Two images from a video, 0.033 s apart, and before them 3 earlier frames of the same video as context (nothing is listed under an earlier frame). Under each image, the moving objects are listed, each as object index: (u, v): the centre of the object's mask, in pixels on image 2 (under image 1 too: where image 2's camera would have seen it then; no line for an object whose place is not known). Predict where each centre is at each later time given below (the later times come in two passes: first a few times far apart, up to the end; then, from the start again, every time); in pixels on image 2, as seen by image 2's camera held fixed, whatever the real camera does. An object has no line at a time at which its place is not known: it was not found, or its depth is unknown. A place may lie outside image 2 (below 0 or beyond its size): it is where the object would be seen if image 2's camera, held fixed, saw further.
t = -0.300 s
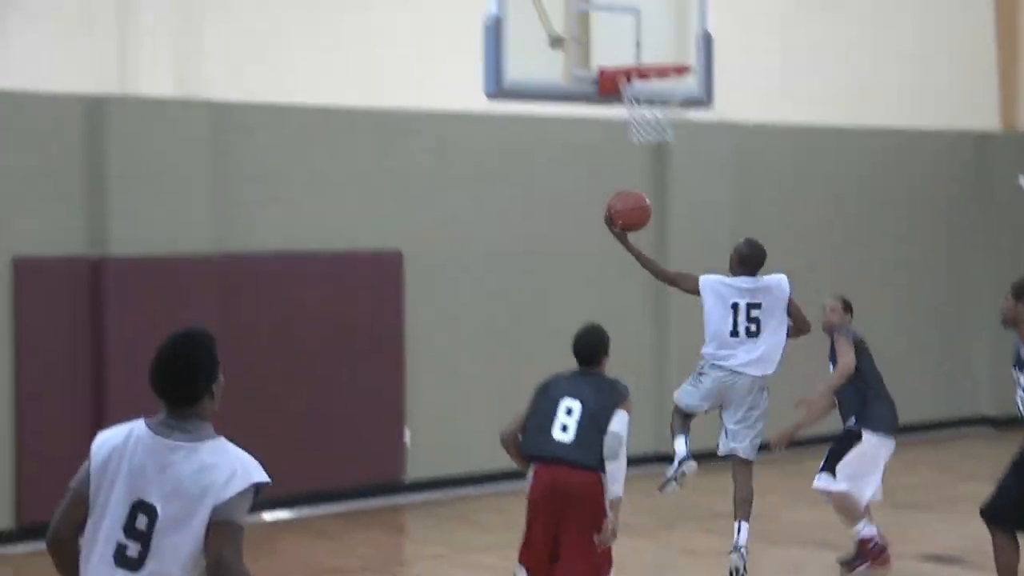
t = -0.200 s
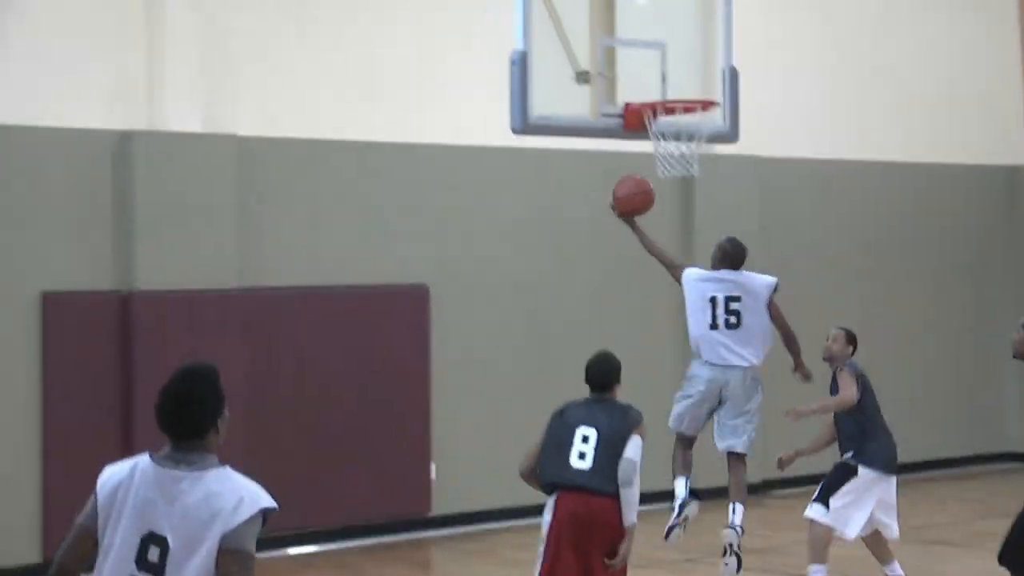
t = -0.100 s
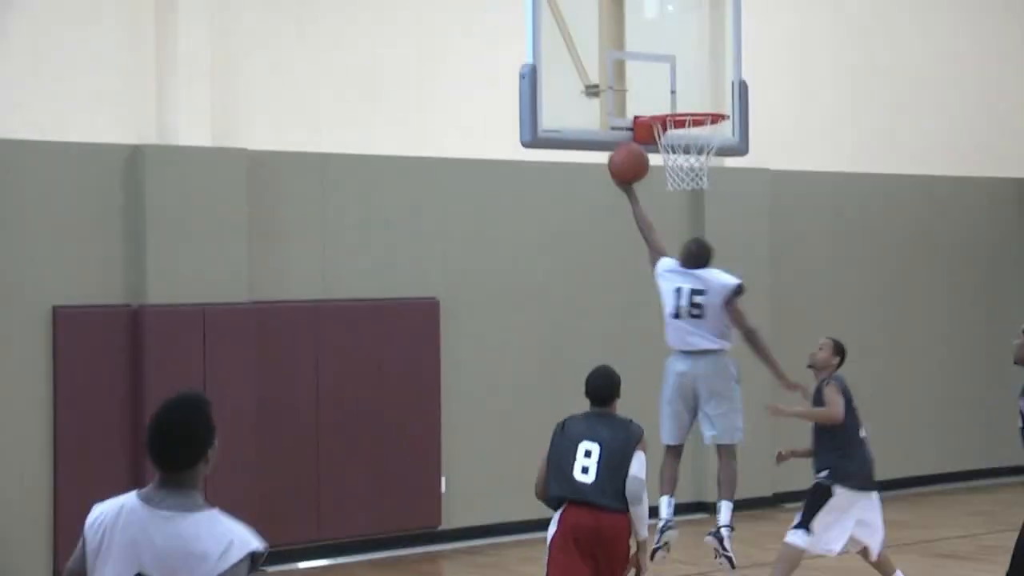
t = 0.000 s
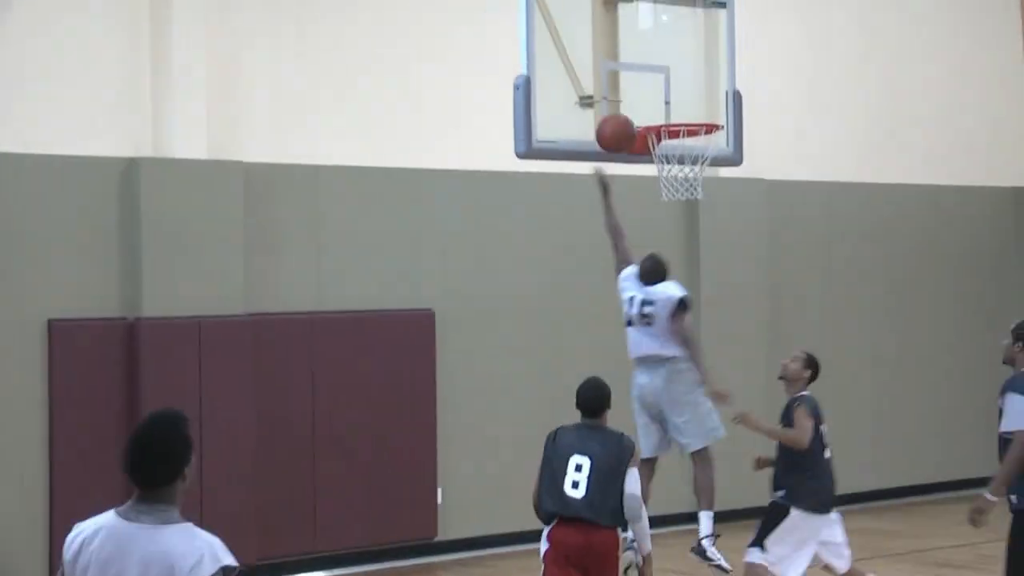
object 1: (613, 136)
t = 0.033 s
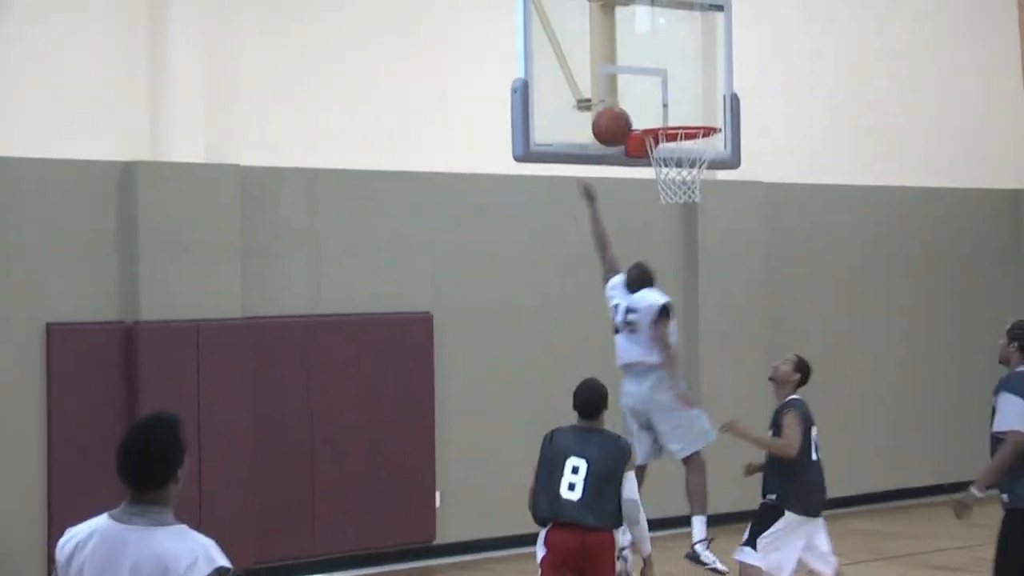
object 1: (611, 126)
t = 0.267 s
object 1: (641, 100)
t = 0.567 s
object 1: (698, 148)
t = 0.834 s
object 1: (694, 189)
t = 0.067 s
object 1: (610, 118)
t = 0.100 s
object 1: (608, 112)
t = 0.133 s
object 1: (608, 108)
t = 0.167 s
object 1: (616, 103)
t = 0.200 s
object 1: (624, 100)
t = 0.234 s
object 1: (632, 99)
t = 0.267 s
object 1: (641, 100)
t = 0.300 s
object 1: (649, 103)
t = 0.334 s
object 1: (658, 107)
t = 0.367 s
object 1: (665, 110)
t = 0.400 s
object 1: (671, 111)
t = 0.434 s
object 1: (677, 112)
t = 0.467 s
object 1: (682, 115)
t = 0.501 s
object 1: (688, 125)
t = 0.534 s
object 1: (694, 137)
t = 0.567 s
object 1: (698, 148)
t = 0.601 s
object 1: (704, 158)
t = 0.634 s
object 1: (707, 167)
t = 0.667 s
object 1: (708, 170)
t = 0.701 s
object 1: (707, 172)
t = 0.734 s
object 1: (705, 175)
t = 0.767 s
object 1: (702, 177)
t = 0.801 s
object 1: (700, 180)
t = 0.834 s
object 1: (694, 189)
